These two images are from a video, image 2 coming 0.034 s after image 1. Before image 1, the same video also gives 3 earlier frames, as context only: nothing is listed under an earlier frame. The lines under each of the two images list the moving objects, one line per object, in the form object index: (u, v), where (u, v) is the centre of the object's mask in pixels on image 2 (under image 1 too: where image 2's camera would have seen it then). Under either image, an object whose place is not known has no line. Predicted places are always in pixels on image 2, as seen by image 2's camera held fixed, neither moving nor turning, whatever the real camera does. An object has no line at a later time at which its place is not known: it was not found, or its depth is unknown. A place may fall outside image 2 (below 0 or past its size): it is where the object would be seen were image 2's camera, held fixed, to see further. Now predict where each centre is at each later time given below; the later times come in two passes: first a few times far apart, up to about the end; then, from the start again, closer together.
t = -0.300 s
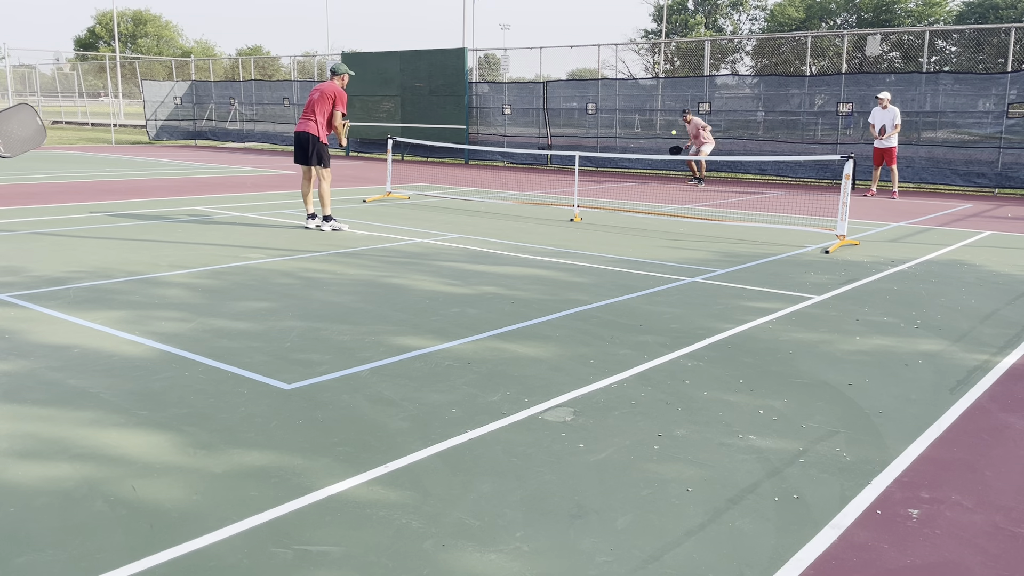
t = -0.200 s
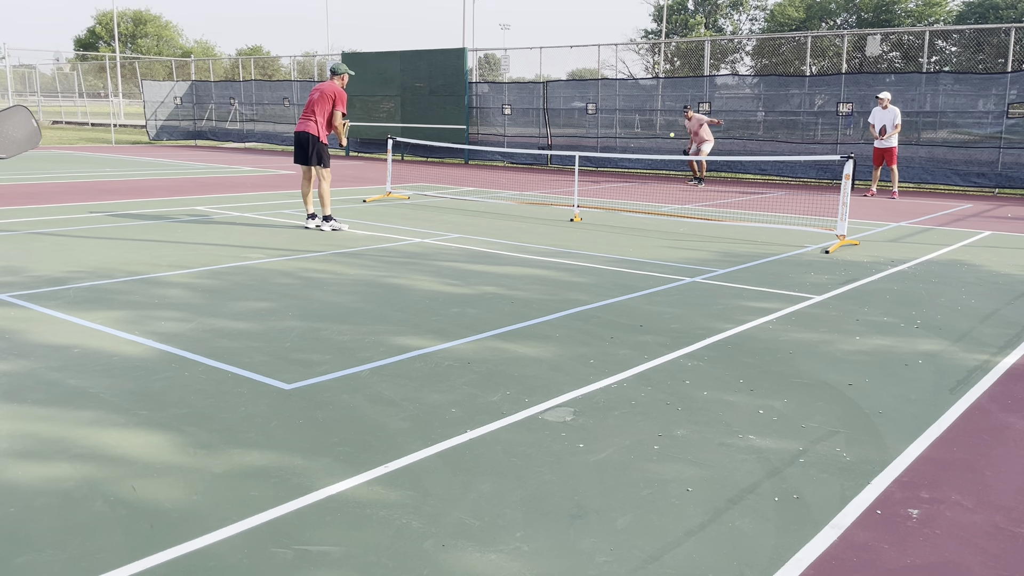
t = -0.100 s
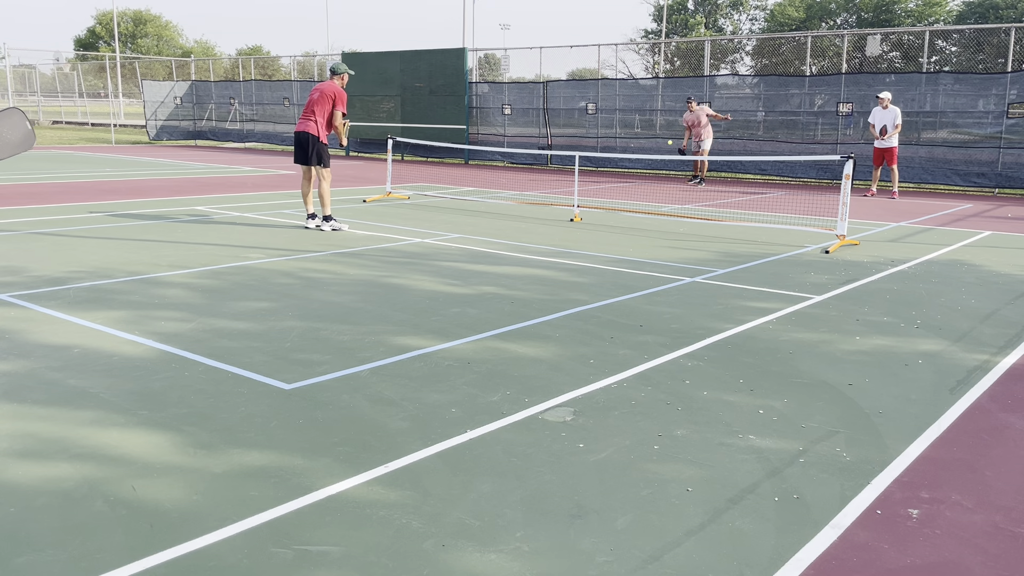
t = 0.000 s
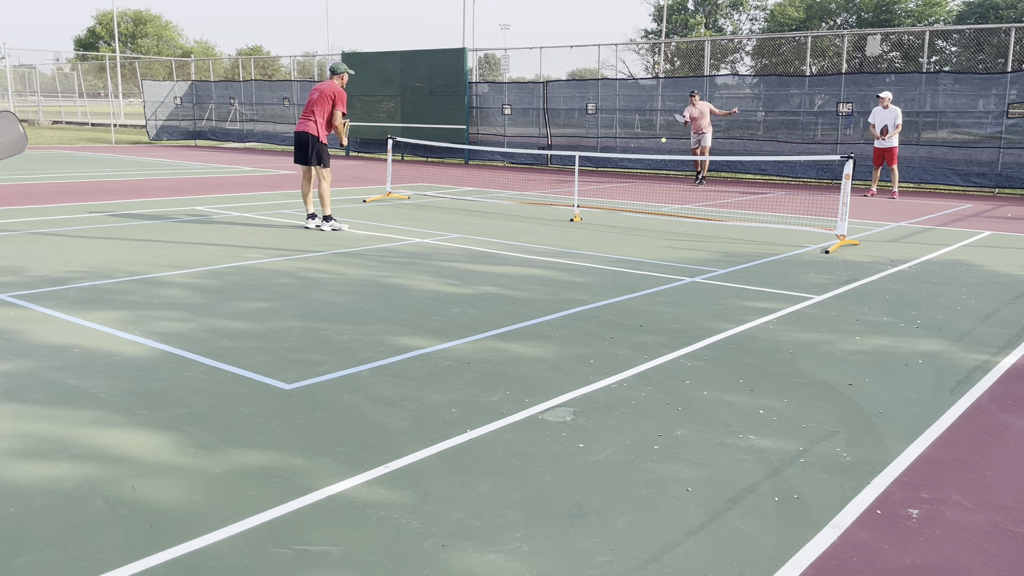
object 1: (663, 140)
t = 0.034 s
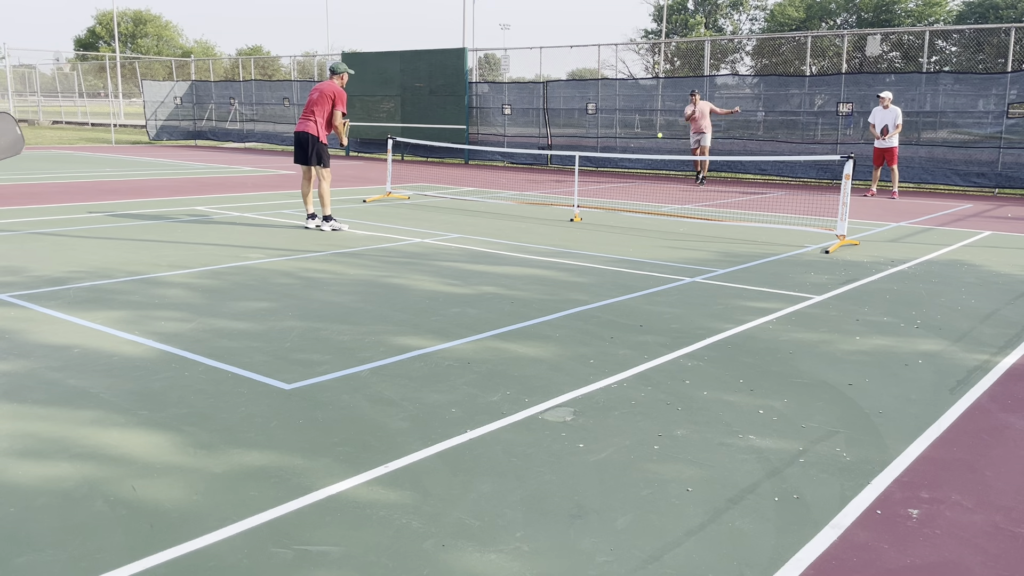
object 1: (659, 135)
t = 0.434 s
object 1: (579, 152)
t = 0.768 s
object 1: (455, 236)
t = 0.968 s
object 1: (359, 234)
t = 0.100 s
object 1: (651, 128)
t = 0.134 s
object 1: (646, 125)
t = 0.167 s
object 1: (640, 124)
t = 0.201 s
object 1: (635, 123)
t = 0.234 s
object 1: (629, 124)
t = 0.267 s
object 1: (622, 125)
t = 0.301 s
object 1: (614, 128)
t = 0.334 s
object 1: (607, 132)
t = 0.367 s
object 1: (598, 137)
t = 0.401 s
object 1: (589, 144)
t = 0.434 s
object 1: (579, 152)
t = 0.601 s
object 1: (519, 225)
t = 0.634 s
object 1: (504, 247)
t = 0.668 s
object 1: (490, 259)
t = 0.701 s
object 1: (479, 251)
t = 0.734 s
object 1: (467, 243)
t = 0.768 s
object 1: (455, 236)
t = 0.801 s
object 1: (441, 232)
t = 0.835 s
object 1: (427, 228)
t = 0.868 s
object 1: (411, 227)
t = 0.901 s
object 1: (395, 227)
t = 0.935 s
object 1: (377, 229)
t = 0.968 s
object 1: (359, 234)
